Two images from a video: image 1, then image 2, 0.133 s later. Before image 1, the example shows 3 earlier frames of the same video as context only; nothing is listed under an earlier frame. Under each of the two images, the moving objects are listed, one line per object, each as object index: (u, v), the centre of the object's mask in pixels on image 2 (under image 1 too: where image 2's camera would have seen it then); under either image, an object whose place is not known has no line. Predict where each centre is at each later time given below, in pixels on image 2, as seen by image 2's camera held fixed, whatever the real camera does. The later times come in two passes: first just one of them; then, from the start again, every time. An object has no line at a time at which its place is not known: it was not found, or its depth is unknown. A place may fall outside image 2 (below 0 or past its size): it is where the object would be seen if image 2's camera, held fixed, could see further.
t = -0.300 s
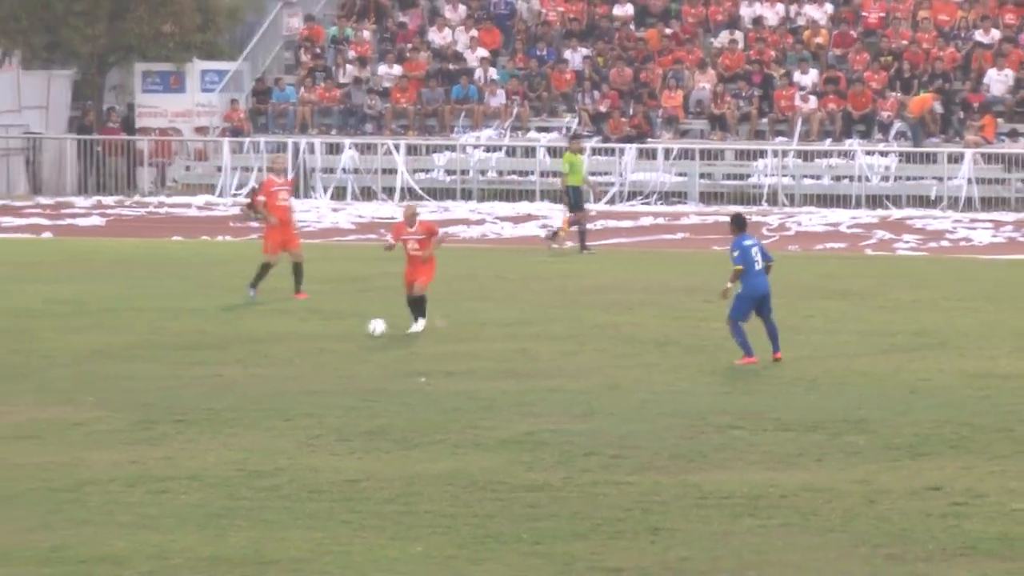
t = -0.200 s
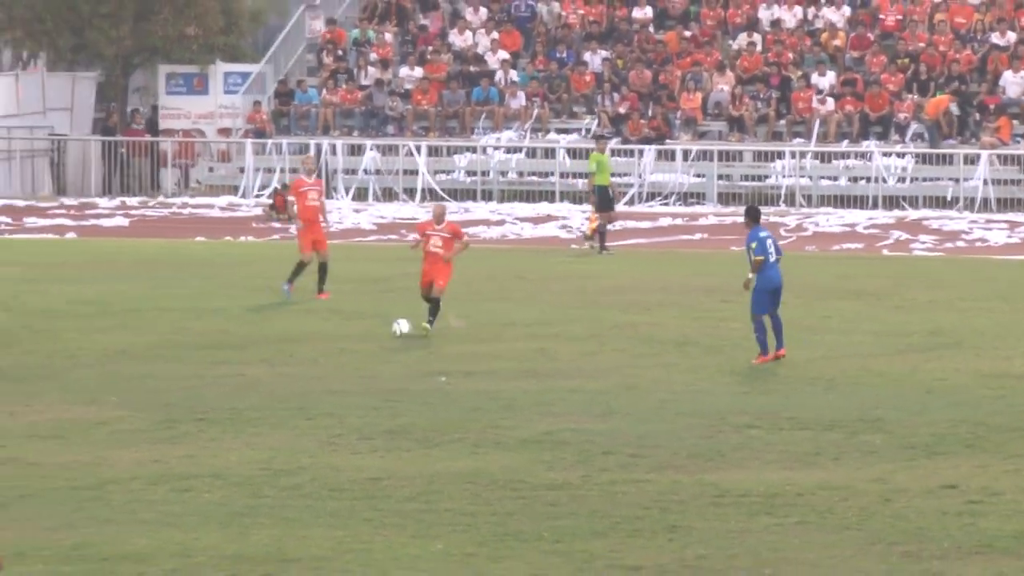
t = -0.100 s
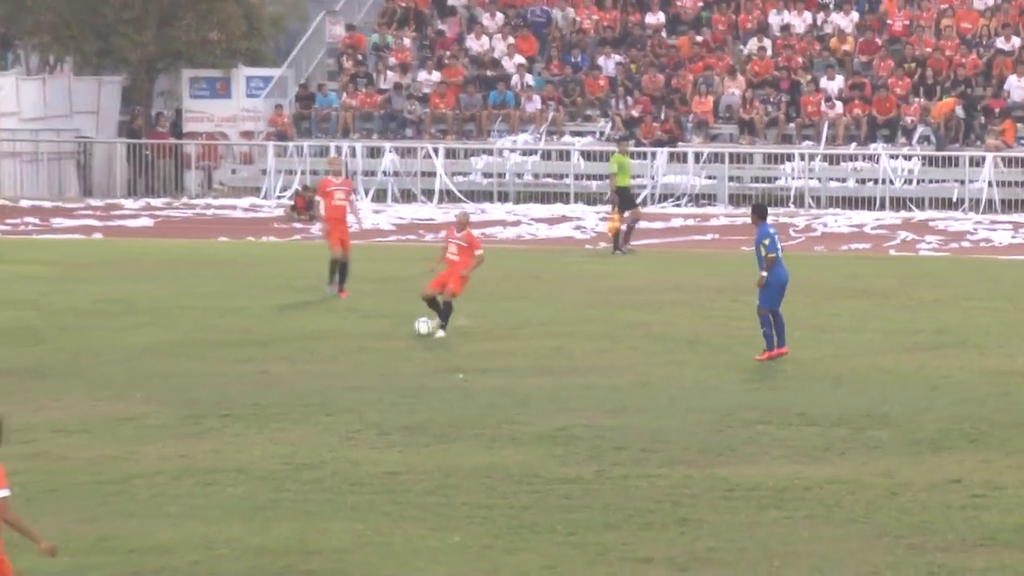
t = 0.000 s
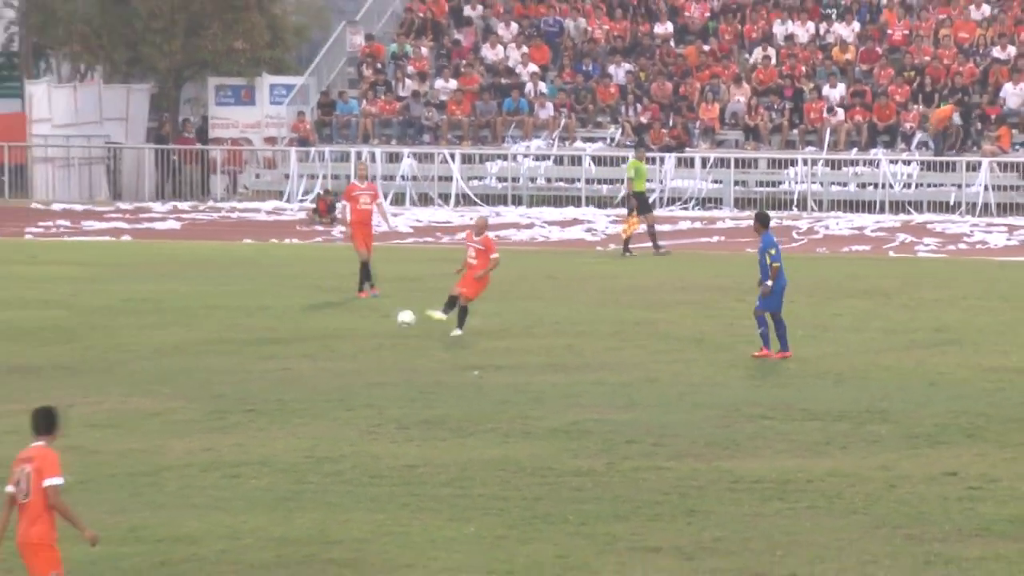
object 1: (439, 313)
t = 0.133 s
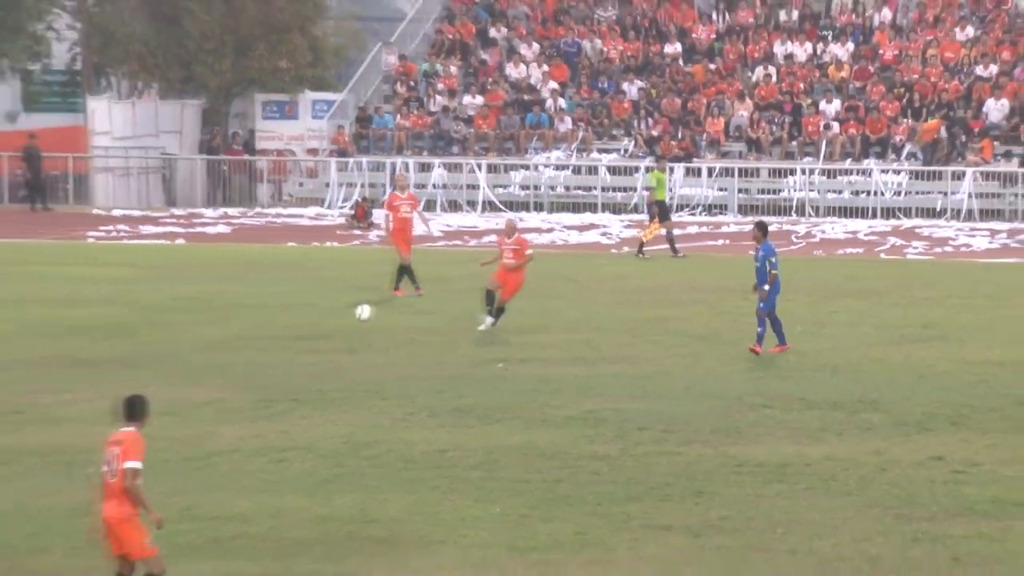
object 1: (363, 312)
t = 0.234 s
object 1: (308, 322)
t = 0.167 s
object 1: (346, 314)
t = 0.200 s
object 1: (329, 317)
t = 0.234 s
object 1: (308, 322)
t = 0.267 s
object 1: (291, 326)
